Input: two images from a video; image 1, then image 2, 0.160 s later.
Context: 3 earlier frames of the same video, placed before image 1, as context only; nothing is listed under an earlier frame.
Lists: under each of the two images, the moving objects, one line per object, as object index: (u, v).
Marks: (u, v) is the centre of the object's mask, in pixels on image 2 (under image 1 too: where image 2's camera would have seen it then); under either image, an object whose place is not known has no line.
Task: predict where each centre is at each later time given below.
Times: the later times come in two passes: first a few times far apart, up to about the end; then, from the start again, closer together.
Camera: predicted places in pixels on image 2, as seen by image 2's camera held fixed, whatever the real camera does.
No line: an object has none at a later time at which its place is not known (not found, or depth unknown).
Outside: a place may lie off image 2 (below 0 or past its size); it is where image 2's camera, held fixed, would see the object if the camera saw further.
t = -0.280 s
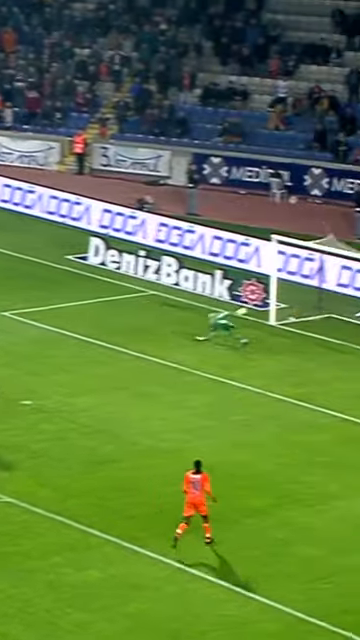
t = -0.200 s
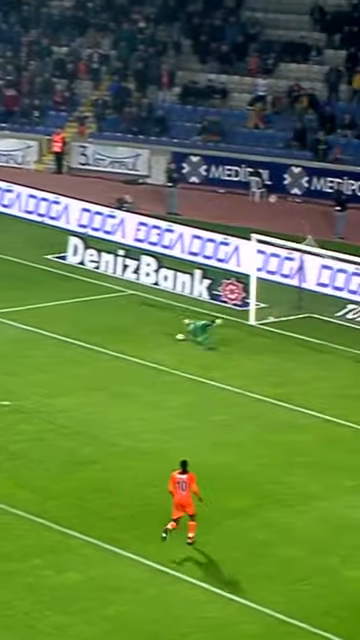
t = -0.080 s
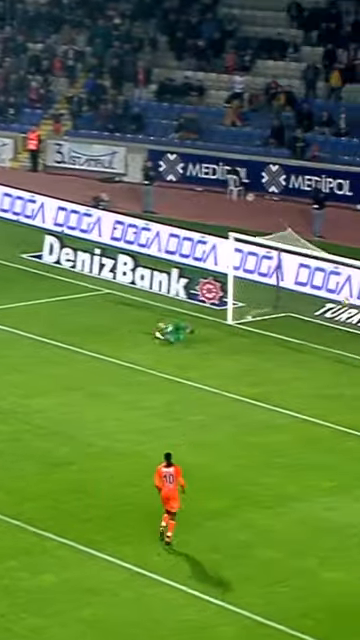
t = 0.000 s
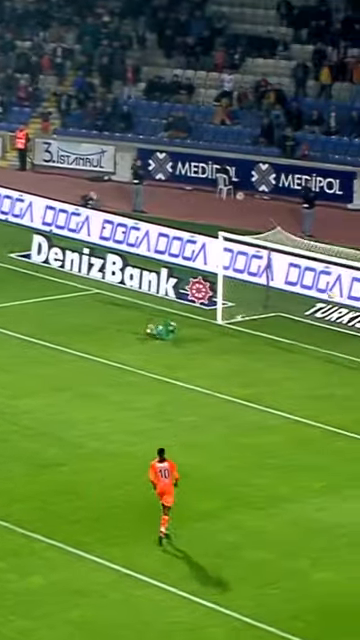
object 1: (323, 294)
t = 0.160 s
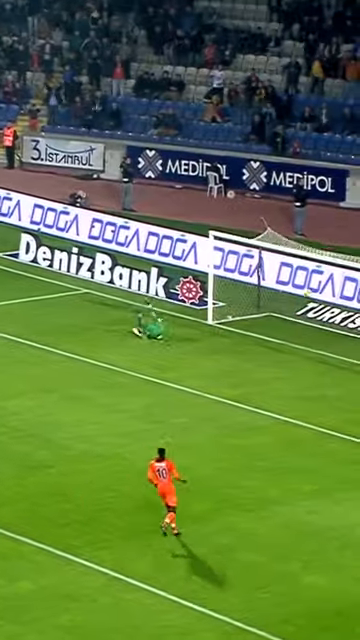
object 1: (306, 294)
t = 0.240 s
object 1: (298, 297)
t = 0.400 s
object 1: (282, 309)
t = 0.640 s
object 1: (258, 346)
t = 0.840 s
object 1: (245, 343)
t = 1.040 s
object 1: (235, 344)
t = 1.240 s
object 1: (223, 361)
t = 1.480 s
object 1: (213, 367)
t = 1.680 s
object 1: (206, 378)
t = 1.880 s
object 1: (199, 382)
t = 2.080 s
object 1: (193, 388)
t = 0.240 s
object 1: (298, 297)
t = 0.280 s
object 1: (295, 298)
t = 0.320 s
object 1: (290, 301)
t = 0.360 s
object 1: (287, 304)
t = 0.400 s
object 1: (282, 309)
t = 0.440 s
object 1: (278, 313)
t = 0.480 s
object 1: (273, 319)
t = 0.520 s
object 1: (270, 324)
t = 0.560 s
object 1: (266, 331)
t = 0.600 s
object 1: (262, 339)
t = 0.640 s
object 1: (258, 346)
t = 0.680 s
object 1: (254, 352)
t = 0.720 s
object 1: (252, 349)
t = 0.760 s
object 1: (250, 347)
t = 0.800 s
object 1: (248, 344)
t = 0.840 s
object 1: (245, 343)
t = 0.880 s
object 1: (243, 342)
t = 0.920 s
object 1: (241, 342)
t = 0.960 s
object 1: (239, 342)
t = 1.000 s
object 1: (237, 343)
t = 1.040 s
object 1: (235, 344)
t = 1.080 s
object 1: (233, 347)
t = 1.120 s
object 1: (230, 350)
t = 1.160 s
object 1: (228, 353)
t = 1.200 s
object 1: (226, 357)
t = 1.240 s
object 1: (223, 361)
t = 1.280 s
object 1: (221, 366)
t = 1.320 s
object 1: (220, 369)
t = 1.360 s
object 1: (218, 369)
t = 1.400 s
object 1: (216, 367)
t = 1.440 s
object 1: (215, 367)
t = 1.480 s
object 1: (213, 367)
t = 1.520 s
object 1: (212, 369)
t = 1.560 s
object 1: (210, 370)
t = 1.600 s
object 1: (209, 372)
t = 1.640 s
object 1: (207, 375)
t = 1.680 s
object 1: (206, 378)
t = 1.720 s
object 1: (204, 379)
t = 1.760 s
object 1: (203, 379)
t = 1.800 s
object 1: (202, 379)
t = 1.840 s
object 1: (201, 380)
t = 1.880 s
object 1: (199, 382)
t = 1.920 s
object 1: (198, 384)
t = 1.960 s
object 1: (196, 385)
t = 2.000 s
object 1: (195, 385)
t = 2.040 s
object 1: (194, 387)
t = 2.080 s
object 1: (193, 388)
